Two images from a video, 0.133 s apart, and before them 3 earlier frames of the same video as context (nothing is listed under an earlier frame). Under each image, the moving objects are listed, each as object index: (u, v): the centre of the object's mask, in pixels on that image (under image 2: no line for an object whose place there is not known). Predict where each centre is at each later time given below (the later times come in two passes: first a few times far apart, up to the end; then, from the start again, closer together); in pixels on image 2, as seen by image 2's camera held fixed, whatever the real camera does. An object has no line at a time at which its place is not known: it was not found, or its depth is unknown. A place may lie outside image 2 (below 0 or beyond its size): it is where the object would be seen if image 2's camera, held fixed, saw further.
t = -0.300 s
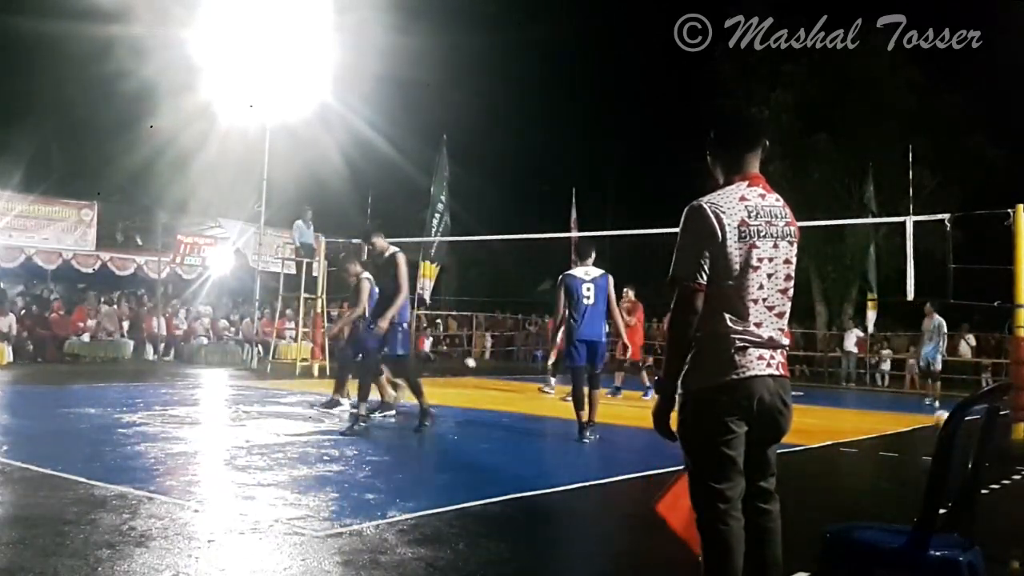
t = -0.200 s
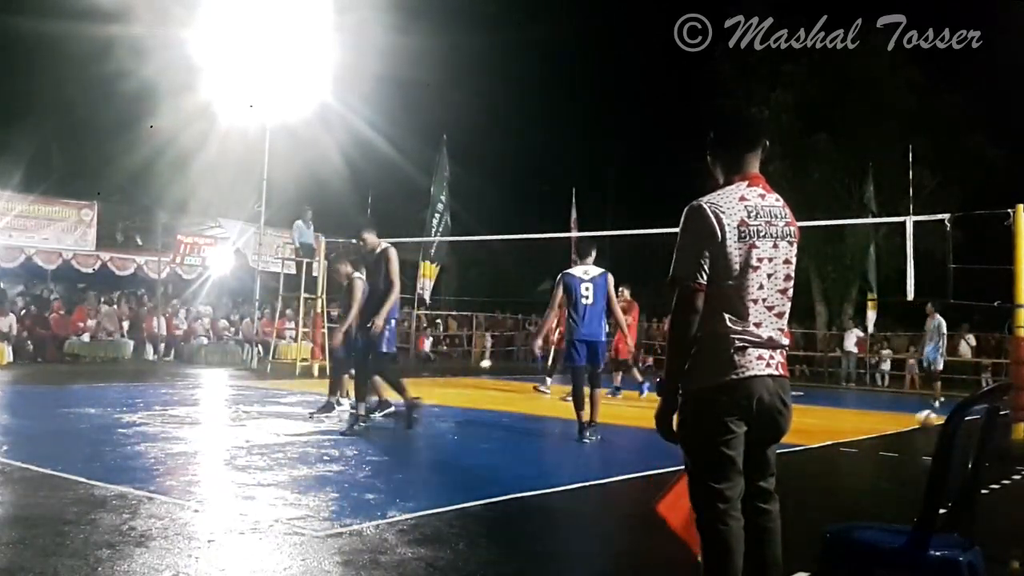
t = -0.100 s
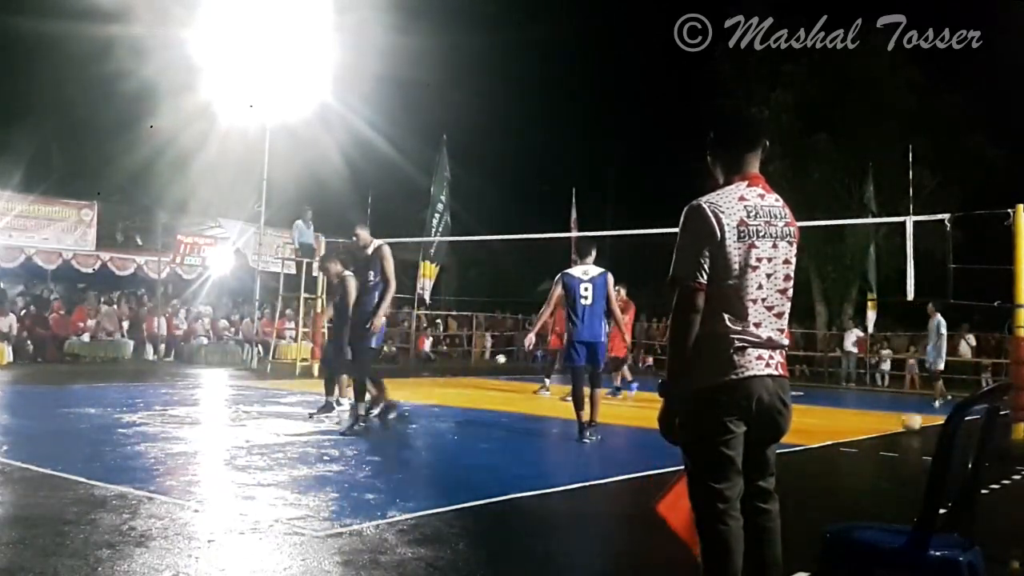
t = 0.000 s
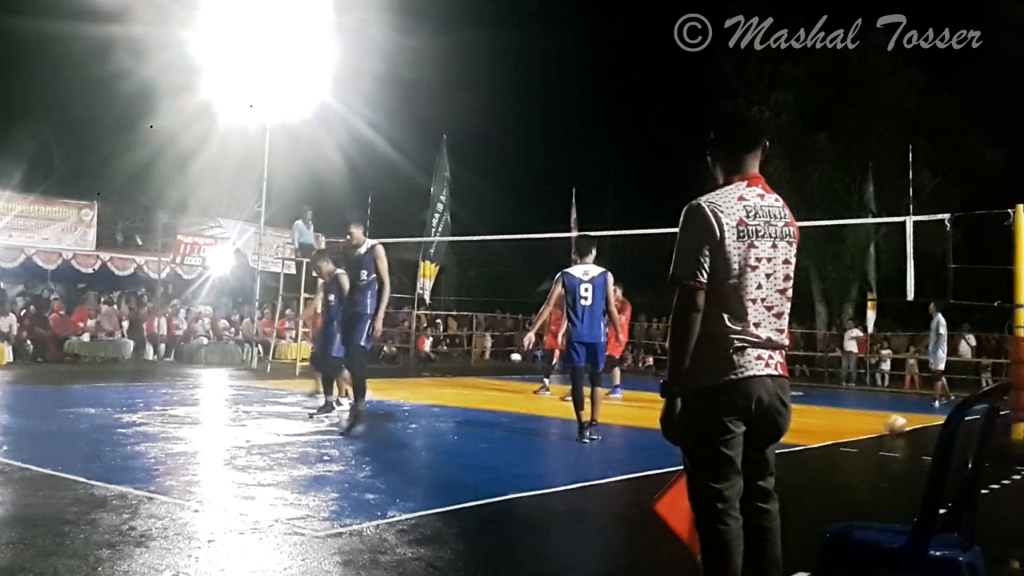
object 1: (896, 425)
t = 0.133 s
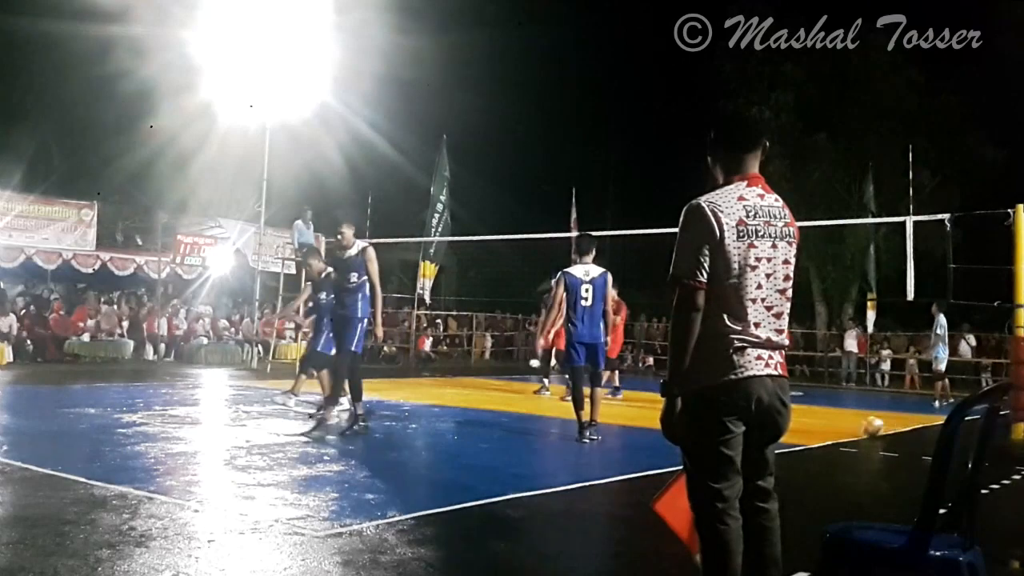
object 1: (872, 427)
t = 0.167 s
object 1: (866, 426)
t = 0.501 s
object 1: (800, 433)
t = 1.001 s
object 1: (668, 444)
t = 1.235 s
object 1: (595, 446)
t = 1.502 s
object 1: (497, 453)
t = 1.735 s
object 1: (395, 458)
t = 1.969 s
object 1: (272, 475)
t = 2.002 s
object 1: (252, 475)
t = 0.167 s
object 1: (866, 426)
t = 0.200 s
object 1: (860, 427)
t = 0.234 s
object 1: (853, 427)
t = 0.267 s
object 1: (848, 430)
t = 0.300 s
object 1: (841, 429)
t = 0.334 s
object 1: (835, 427)
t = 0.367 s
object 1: (829, 428)
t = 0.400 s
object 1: (821, 429)
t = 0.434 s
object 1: (813, 433)
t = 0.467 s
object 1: (806, 433)
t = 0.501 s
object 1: (800, 433)
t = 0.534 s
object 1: (795, 435)
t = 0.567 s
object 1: (791, 436)
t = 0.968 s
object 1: (677, 447)
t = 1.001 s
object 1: (668, 444)
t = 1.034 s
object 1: (657, 442)
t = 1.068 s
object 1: (649, 443)
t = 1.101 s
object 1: (639, 443)
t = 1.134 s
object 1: (628, 440)
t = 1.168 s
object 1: (618, 440)
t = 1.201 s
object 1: (606, 443)
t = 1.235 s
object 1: (595, 446)
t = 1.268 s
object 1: (583, 448)
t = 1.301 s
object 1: (572, 446)
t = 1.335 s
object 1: (560, 443)
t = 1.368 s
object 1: (549, 444)
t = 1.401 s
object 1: (536, 446)
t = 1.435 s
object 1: (522, 450)
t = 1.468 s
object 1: (510, 454)
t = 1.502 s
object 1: (497, 453)
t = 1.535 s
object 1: (484, 452)
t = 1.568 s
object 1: (471, 452)
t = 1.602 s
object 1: (456, 454)
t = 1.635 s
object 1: (441, 459)
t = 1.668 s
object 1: (427, 458)
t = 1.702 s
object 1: (412, 457)
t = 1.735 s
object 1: (395, 458)
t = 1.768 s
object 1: (380, 462)
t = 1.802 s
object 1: (362, 465)
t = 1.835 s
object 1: (347, 464)
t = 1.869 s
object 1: (329, 464)
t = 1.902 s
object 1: (313, 465)
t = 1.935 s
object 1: (292, 468)
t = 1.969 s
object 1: (272, 475)
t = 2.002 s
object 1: (252, 475)
